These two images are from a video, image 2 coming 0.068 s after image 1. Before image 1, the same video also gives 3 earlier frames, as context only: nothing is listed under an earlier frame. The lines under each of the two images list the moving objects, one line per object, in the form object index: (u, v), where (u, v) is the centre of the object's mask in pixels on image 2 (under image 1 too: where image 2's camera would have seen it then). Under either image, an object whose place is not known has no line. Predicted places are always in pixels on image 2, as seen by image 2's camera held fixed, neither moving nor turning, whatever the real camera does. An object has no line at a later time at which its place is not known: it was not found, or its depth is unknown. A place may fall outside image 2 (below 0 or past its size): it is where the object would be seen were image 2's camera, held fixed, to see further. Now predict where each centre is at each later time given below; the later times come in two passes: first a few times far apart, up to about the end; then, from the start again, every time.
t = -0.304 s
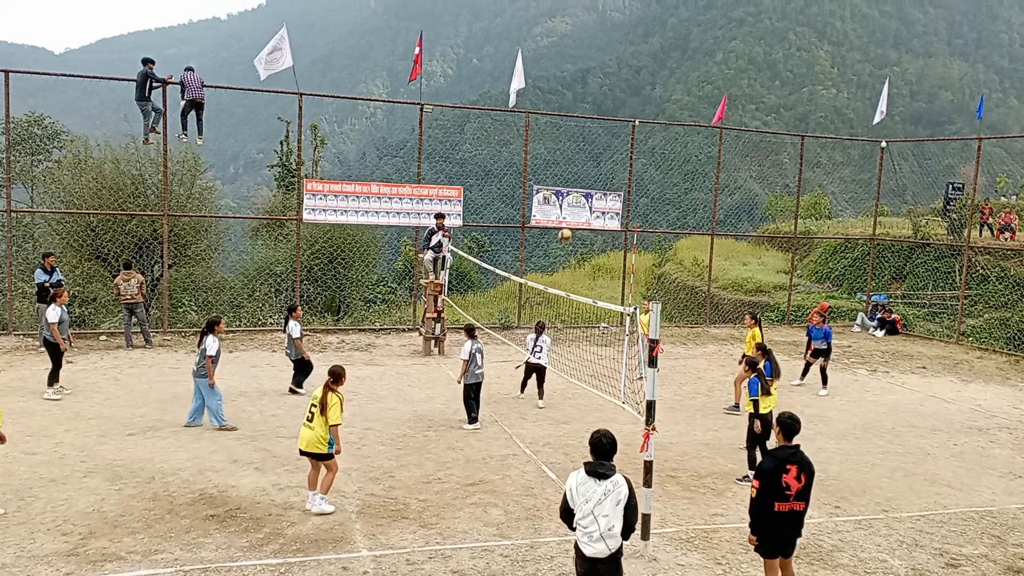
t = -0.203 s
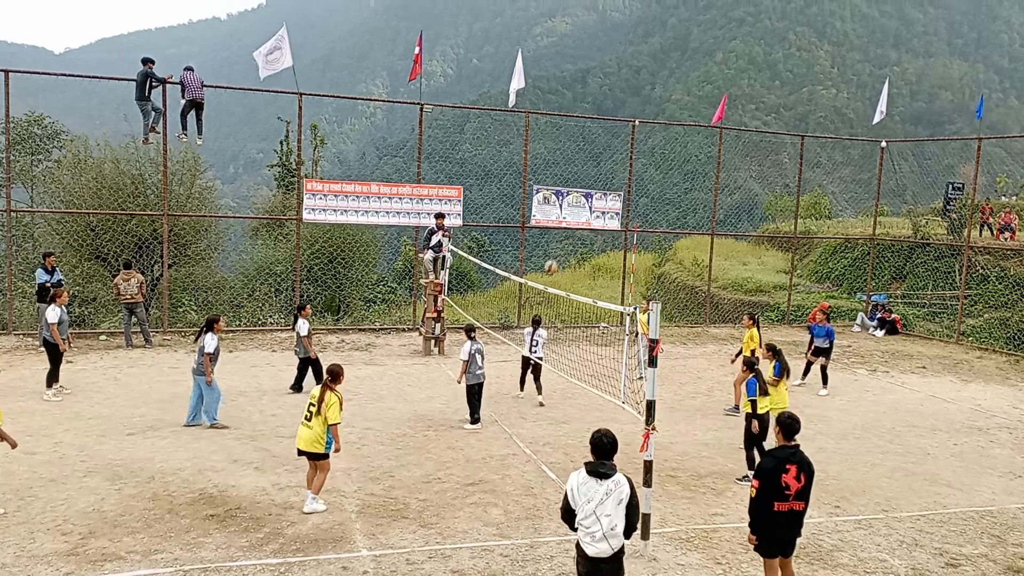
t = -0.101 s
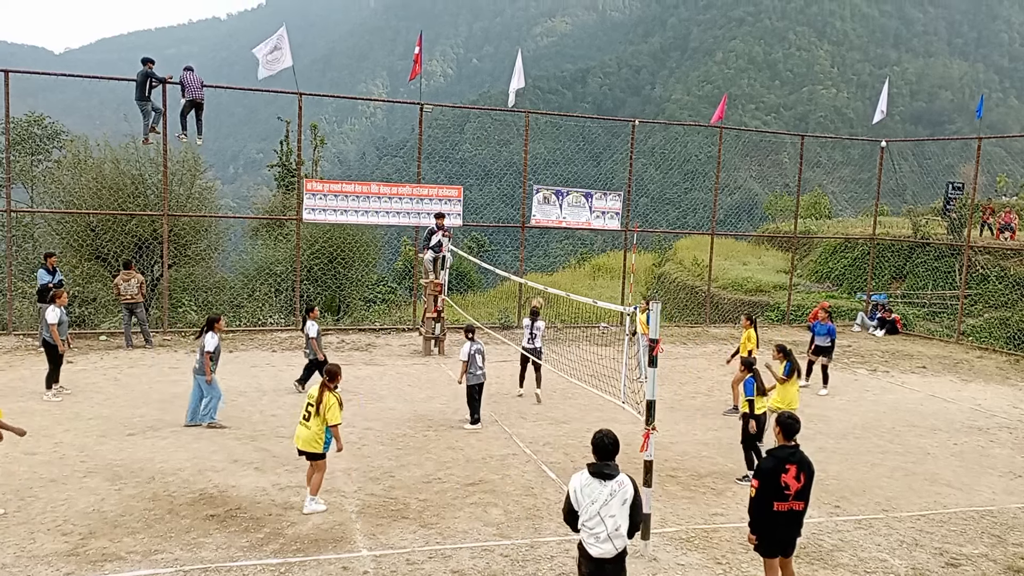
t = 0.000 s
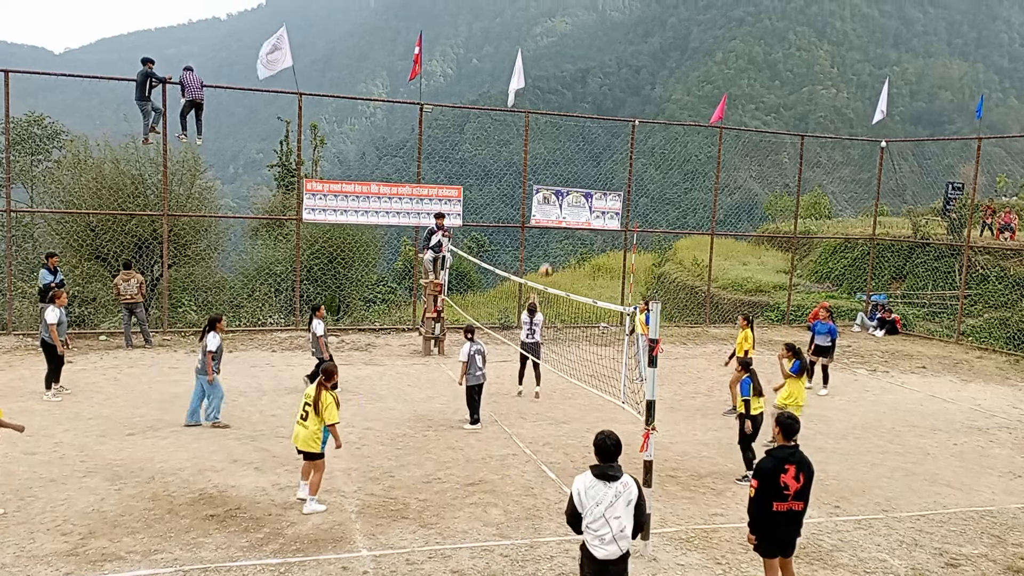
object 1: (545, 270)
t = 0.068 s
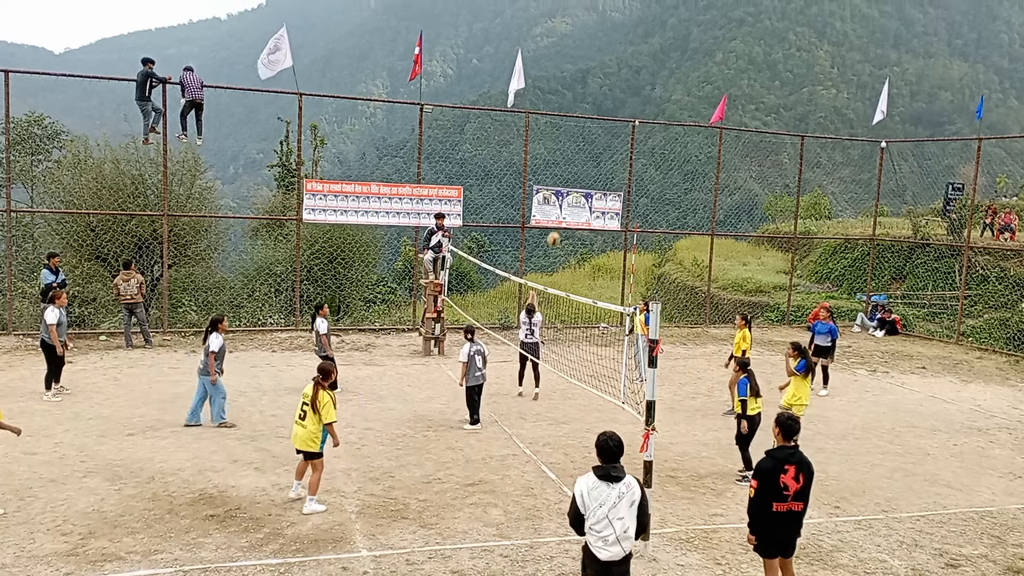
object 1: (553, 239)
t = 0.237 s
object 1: (574, 170)
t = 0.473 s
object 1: (601, 99)
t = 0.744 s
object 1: (630, 61)
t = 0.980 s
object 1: (654, 69)
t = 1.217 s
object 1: (675, 118)
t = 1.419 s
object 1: (690, 193)
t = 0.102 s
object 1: (557, 225)
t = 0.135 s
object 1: (562, 210)
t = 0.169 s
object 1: (566, 195)
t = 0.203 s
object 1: (570, 182)
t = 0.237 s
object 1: (574, 170)
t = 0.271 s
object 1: (577, 158)
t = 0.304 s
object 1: (581, 147)
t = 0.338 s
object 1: (585, 135)
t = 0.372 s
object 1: (589, 126)
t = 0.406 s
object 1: (593, 116)
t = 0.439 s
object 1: (597, 107)
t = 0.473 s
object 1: (601, 99)
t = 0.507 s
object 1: (605, 92)
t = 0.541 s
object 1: (608, 85)
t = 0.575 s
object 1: (612, 79)
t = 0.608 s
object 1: (616, 74)
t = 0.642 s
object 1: (619, 70)
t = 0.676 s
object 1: (623, 66)
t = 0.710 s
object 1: (626, 63)
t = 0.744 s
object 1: (630, 61)
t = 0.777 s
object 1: (634, 60)
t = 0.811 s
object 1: (637, 60)
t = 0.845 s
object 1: (641, 60)
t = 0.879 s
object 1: (644, 61)
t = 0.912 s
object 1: (648, 63)
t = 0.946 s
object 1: (651, 66)
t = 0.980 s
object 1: (654, 69)
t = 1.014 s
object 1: (657, 74)
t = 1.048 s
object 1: (661, 80)
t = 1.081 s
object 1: (664, 85)
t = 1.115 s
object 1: (666, 92)
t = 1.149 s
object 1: (670, 100)
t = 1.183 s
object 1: (673, 109)
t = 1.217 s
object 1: (675, 118)
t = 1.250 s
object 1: (678, 129)
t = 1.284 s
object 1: (680, 139)
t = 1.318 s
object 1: (683, 151)
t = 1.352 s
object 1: (685, 165)
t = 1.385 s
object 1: (687, 179)
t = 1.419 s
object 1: (690, 193)
